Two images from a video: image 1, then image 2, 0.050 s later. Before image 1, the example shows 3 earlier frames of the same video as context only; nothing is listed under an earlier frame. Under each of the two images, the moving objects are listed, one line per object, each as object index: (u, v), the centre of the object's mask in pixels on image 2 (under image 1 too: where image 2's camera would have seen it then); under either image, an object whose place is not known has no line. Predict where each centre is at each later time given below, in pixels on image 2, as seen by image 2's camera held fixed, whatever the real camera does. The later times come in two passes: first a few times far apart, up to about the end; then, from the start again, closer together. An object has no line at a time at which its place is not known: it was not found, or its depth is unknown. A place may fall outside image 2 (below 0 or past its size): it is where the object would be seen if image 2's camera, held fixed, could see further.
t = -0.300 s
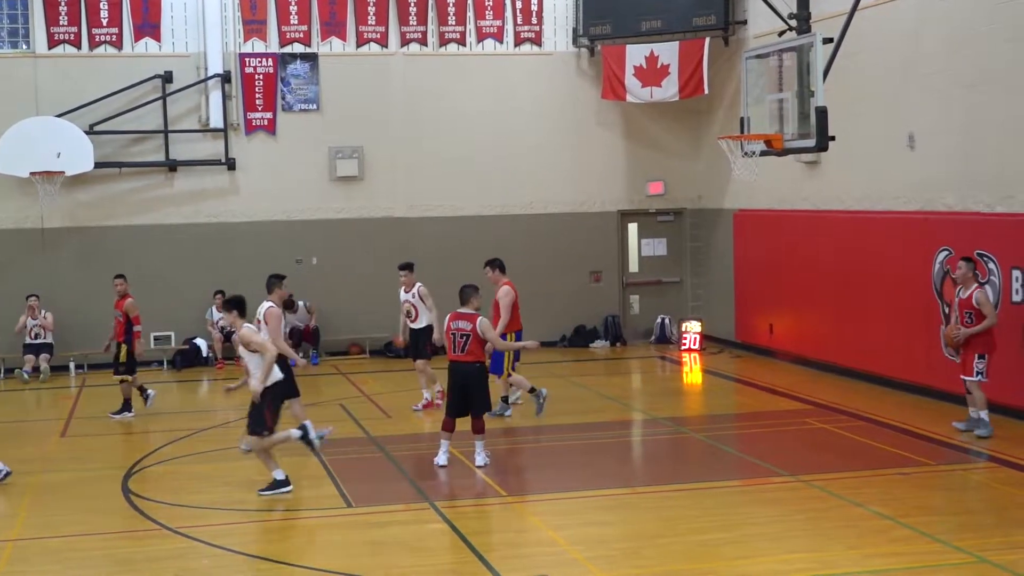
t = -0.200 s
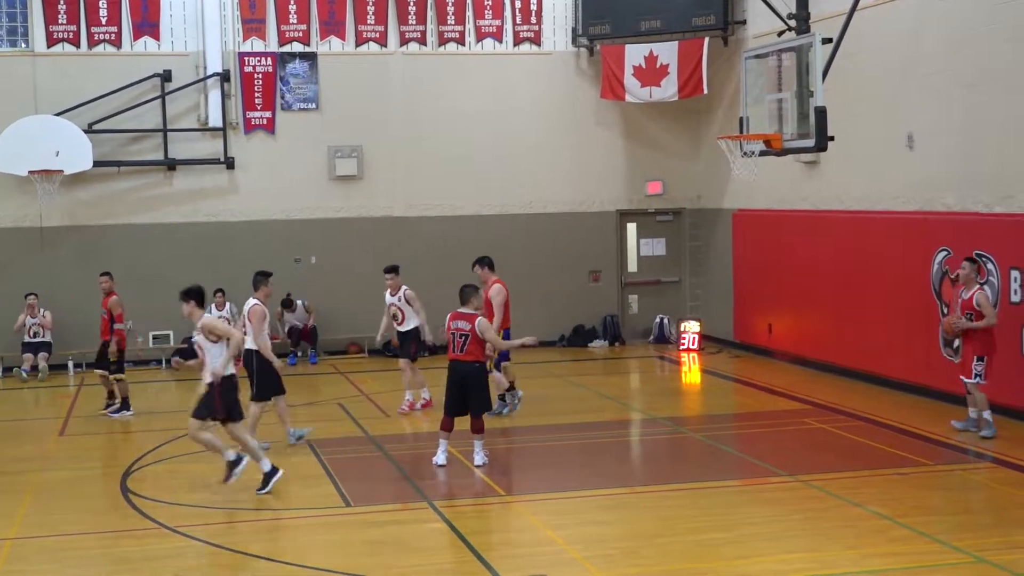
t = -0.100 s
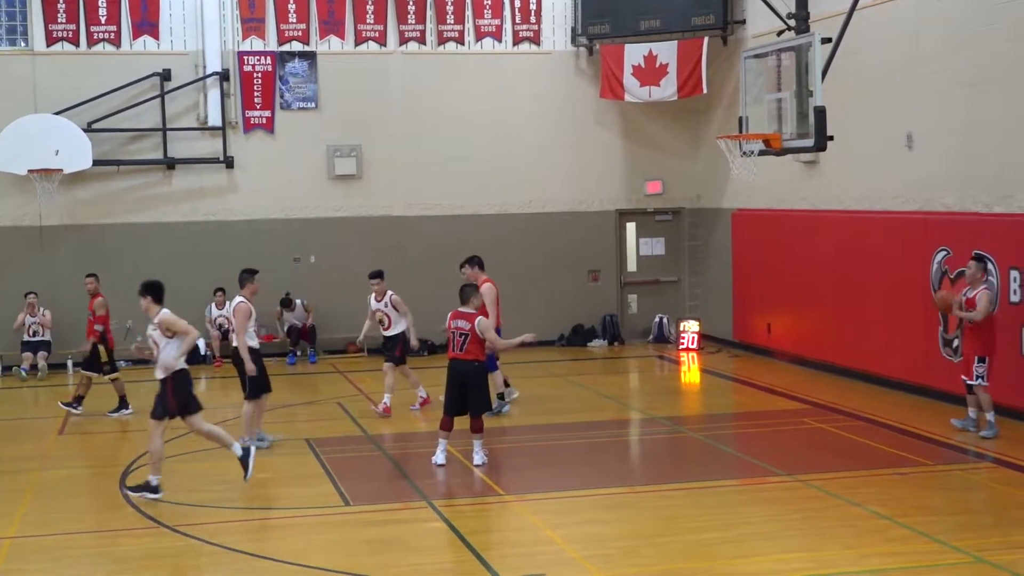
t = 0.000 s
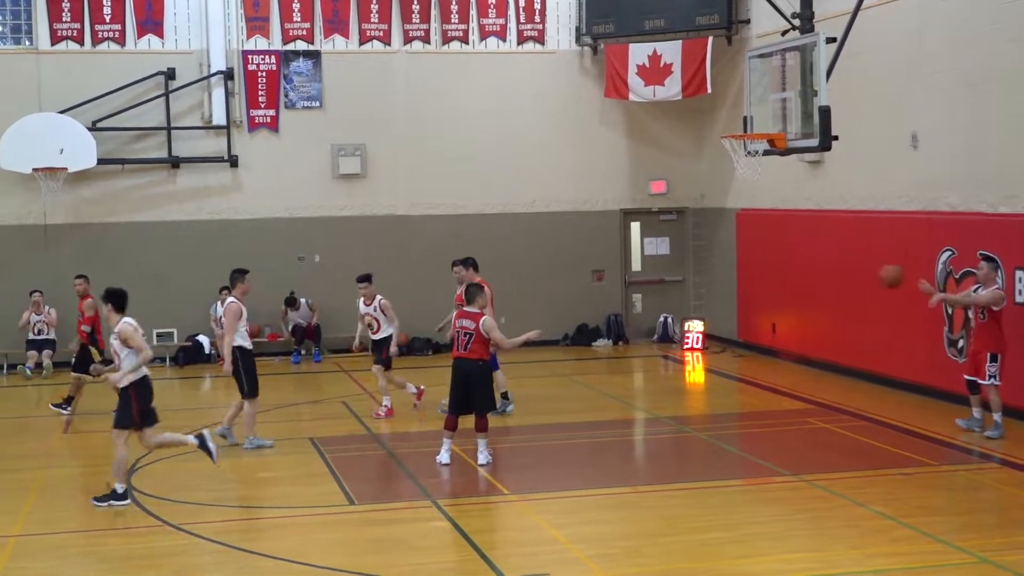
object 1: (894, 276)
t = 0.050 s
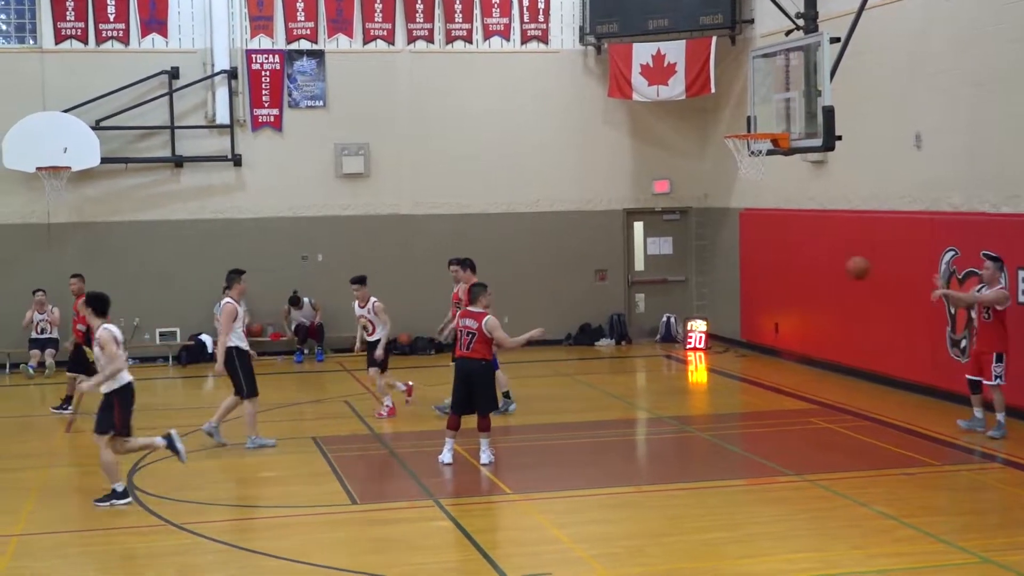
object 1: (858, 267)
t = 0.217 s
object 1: (740, 254)
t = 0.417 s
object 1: (598, 274)
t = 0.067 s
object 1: (845, 265)
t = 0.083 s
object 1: (834, 263)
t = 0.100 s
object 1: (823, 260)
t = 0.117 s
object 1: (810, 259)
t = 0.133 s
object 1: (799, 257)
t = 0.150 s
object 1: (788, 256)
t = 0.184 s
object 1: (764, 255)
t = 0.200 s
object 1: (752, 254)
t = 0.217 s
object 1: (740, 254)
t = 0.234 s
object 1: (728, 254)
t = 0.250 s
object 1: (716, 255)
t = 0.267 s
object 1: (704, 256)
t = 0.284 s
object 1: (691, 256)
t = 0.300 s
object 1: (680, 258)
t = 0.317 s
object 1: (669, 260)
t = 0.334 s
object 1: (657, 262)
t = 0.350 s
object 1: (644, 263)
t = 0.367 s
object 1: (632, 266)
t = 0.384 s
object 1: (621, 268)
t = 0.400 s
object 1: (609, 271)
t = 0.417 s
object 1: (598, 274)
